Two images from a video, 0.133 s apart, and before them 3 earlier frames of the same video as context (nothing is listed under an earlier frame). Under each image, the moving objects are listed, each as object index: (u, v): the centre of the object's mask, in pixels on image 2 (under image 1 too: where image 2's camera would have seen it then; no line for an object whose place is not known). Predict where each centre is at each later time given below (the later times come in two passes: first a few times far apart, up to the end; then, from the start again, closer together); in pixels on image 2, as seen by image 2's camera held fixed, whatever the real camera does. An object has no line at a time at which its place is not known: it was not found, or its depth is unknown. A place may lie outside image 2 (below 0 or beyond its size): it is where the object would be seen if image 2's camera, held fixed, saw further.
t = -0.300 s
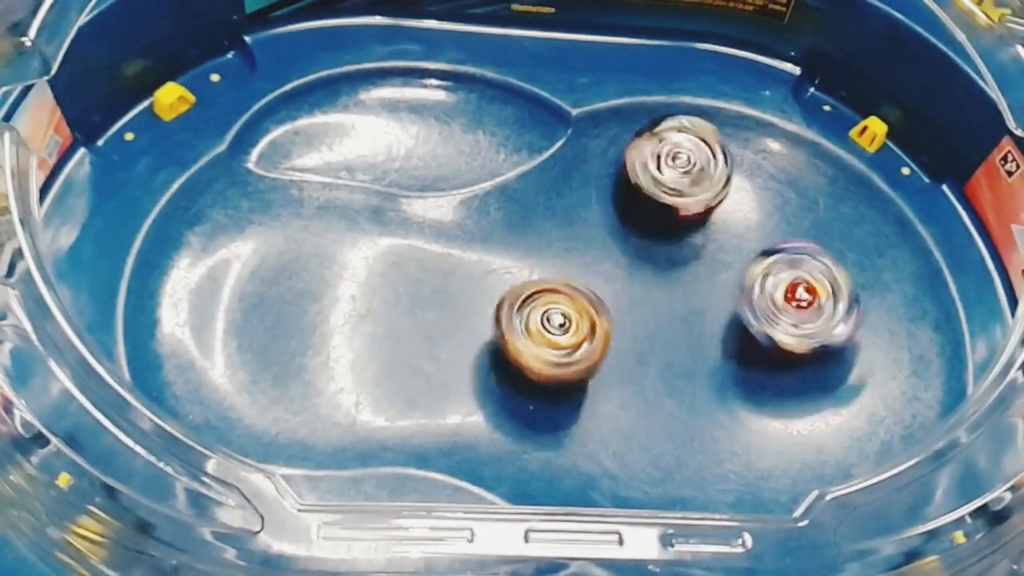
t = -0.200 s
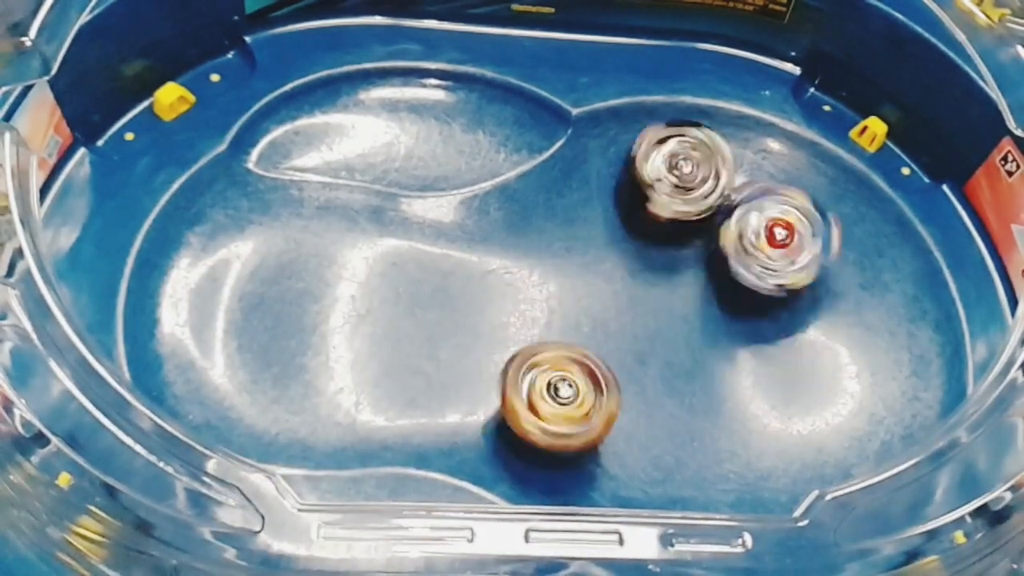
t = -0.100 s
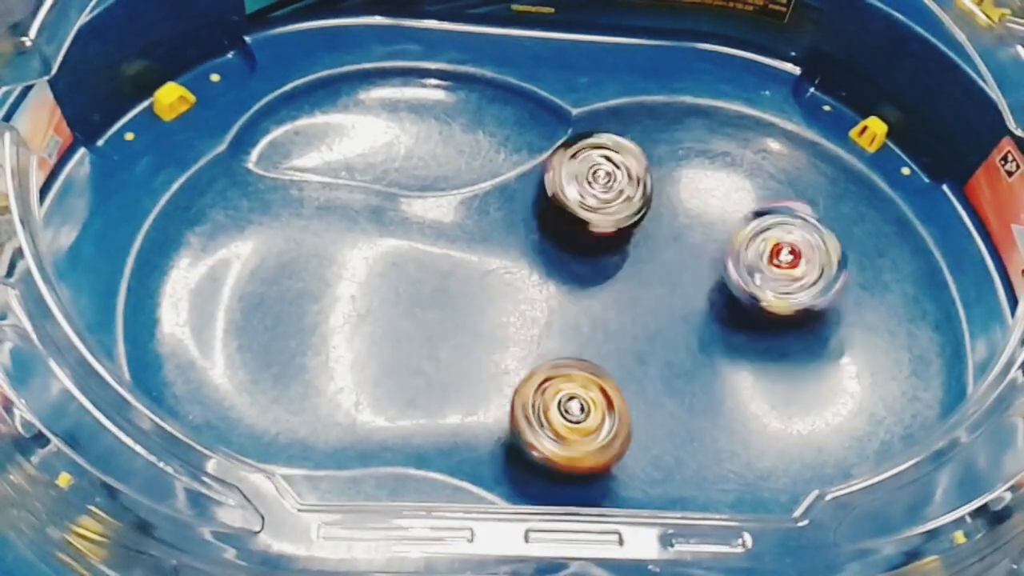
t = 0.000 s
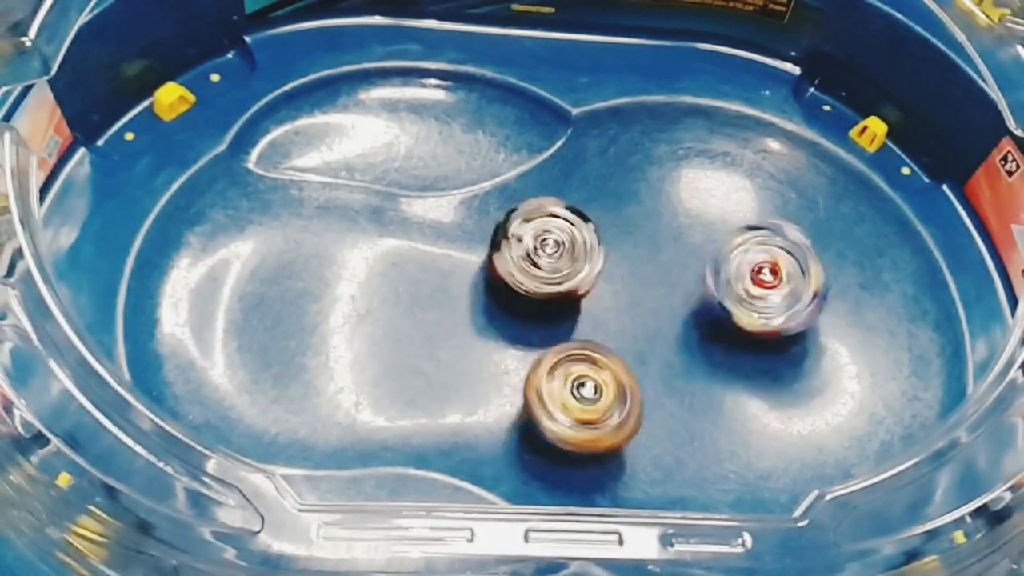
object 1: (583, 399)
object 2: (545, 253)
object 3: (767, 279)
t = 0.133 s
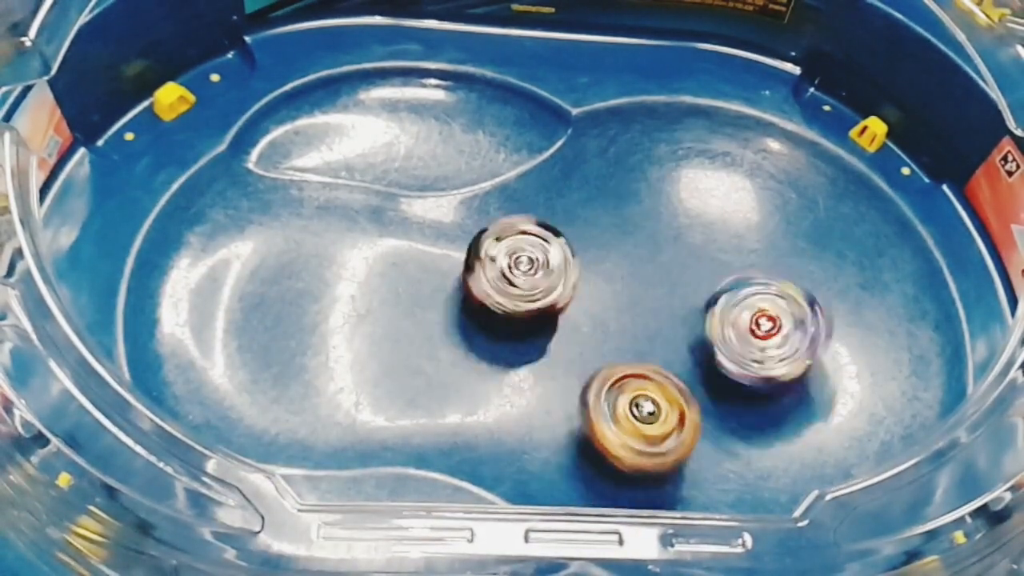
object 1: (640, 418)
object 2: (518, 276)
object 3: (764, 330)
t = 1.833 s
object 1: (672, 377)
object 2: (501, 260)
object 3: (704, 236)
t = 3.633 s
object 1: (738, 393)
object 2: (583, 322)
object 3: (699, 192)
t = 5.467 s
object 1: (738, 375)
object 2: (603, 340)
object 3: (705, 194)
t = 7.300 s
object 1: (757, 360)
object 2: (597, 362)
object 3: (708, 202)
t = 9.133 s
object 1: (747, 394)
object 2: (213, 347)
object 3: (638, 327)
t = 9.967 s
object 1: (644, 384)
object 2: (312, 213)
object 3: (569, 241)
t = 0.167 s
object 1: (656, 425)
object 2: (523, 278)
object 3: (771, 342)
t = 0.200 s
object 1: (671, 427)
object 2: (533, 281)
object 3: (778, 354)
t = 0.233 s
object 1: (682, 427)
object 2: (546, 292)
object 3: (786, 364)
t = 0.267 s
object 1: (690, 426)
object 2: (564, 302)
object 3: (794, 370)
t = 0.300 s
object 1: (693, 427)
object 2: (581, 312)
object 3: (808, 369)
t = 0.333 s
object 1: (694, 424)
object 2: (603, 324)
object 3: (822, 366)
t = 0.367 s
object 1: (701, 429)
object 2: (619, 323)
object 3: (825, 359)
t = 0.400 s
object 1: (713, 441)
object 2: (630, 316)
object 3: (823, 350)
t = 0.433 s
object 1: (726, 448)
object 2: (641, 309)
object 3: (818, 341)
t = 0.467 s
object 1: (731, 454)
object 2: (654, 304)
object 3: (804, 329)
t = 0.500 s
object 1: (732, 454)
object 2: (660, 298)
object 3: (789, 326)
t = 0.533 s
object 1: (731, 454)
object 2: (644, 271)
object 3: (798, 342)
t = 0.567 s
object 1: (725, 453)
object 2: (631, 252)
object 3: (806, 355)
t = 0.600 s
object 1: (720, 449)
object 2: (617, 238)
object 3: (811, 364)
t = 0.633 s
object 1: (711, 444)
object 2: (602, 229)
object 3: (814, 371)
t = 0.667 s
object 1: (704, 438)
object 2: (590, 224)
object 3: (813, 376)
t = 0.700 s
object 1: (698, 430)
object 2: (569, 233)
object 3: (812, 381)
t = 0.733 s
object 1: (694, 422)
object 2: (550, 242)
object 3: (810, 384)
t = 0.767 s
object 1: (686, 419)
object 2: (532, 249)
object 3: (812, 384)
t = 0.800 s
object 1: (680, 414)
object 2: (519, 257)
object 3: (816, 380)
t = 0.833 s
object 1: (676, 408)
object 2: (512, 265)
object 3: (817, 375)
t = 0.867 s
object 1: (676, 402)
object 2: (507, 273)
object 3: (811, 370)
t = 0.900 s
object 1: (678, 395)
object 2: (507, 279)
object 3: (799, 363)
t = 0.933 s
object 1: (662, 394)
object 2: (510, 280)
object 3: (801, 351)
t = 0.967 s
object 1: (649, 389)
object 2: (519, 282)
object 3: (804, 340)
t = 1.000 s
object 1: (640, 384)
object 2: (533, 284)
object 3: (801, 331)
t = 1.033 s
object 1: (635, 379)
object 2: (549, 287)
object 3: (788, 325)
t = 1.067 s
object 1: (646, 384)
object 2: (558, 277)
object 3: (768, 320)
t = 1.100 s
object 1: (665, 397)
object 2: (560, 261)
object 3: (748, 316)
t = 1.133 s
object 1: (670, 414)
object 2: (564, 250)
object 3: (740, 308)
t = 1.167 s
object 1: (673, 422)
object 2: (569, 246)
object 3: (733, 305)
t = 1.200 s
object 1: (676, 423)
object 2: (572, 247)
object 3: (727, 306)
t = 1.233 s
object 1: (678, 424)
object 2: (576, 250)
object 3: (718, 311)
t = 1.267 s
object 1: (679, 423)
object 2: (580, 253)
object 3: (717, 318)
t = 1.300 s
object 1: (680, 433)
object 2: (585, 258)
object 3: (718, 314)
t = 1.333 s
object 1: (679, 431)
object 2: (590, 263)
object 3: (714, 317)
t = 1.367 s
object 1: (677, 429)
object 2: (595, 267)
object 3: (710, 321)
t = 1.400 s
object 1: (674, 440)
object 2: (585, 259)
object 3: (717, 323)
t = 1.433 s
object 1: (673, 450)
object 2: (564, 239)
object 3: (745, 322)
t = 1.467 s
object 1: (668, 460)
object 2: (548, 226)
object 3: (762, 313)
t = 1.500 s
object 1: (662, 460)
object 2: (535, 223)
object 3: (775, 307)
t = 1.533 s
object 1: (657, 456)
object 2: (523, 227)
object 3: (780, 296)
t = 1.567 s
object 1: (650, 449)
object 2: (513, 231)
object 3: (781, 288)
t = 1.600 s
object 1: (643, 438)
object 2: (499, 244)
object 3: (767, 277)
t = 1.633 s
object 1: (640, 424)
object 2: (489, 252)
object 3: (760, 268)
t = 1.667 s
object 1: (640, 409)
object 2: (481, 256)
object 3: (747, 261)
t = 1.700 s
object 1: (641, 394)
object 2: (478, 257)
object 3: (733, 255)
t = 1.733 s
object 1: (647, 380)
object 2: (479, 258)
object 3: (724, 254)
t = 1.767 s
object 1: (656, 366)
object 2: (484, 259)
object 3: (712, 255)
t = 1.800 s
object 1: (665, 357)
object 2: (491, 259)
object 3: (705, 255)
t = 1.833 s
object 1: (672, 377)
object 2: (501, 260)
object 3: (704, 236)
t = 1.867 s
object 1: (680, 391)
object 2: (511, 263)
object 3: (701, 216)
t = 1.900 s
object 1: (691, 405)
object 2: (523, 267)
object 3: (696, 207)
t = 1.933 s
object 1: (698, 413)
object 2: (539, 270)
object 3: (687, 203)
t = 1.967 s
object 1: (711, 419)
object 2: (556, 275)
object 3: (671, 201)
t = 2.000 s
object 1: (720, 421)
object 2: (573, 280)
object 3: (663, 200)
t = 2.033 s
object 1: (727, 417)
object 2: (568, 291)
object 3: (677, 197)
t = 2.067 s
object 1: (733, 414)
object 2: (565, 303)
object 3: (688, 193)
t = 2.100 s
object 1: (735, 407)
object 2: (570, 311)
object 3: (693, 192)
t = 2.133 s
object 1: (737, 406)
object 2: (571, 311)
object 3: (690, 193)
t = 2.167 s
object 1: (736, 406)
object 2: (571, 311)
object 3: (694, 191)
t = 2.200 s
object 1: (735, 406)
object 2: (573, 309)
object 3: (693, 191)
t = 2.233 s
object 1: (735, 405)
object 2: (572, 310)
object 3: (694, 191)
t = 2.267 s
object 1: (735, 405)
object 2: (572, 309)
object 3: (695, 191)
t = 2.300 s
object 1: (734, 404)
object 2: (572, 308)
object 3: (696, 191)
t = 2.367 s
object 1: (736, 405)
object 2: (573, 309)
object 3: (694, 192)
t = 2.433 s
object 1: (737, 404)
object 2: (572, 310)
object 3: (696, 191)
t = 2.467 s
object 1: (737, 403)
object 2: (573, 309)
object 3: (696, 191)
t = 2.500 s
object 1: (736, 403)
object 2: (574, 308)
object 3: (697, 192)
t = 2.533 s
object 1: (736, 402)
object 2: (575, 309)
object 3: (699, 193)
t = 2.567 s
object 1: (736, 402)
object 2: (575, 309)
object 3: (697, 193)
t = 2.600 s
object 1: (735, 402)
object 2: (575, 311)
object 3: (696, 192)
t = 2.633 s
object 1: (736, 402)
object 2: (576, 310)
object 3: (697, 192)
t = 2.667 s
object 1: (737, 403)
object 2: (577, 310)
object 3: (697, 192)
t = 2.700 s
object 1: (737, 402)
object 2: (577, 311)
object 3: (696, 192)
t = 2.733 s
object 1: (737, 401)
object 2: (576, 314)
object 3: (696, 192)
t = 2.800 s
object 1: (736, 401)
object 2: (578, 312)
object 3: (693, 191)
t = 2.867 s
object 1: (736, 400)
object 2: (577, 313)
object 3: (698, 189)
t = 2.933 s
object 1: (736, 400)
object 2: (578, 314)
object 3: (699, 192)
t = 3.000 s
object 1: (737, 399)
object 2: (576, 317)
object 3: (697, 192)
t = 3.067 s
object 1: (738, 398)
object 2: (577, 317)
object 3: (699, 190)
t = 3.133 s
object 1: (737, 398)
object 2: (578, 317)
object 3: (700, 192)
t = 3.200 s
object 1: (736, 397)
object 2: (579, 319)
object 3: (698, 194)
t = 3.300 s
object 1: (737, 396)
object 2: (581, 319)
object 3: (699, 192)
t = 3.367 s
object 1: (738, 396)
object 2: (582, 317)
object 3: (699, 192)
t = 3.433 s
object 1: (737, 395)
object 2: (583, 318)
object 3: (696, 192)
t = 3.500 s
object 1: (737, 394)
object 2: (583, 318)
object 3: (700, 190)
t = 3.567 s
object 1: (737, 394)
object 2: (583, 319)
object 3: (700, 191)
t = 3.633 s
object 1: (738, 393)
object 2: (583, 322)
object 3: (699, 192)
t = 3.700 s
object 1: (737, 393)
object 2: (586, 318)
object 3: (701, 191)
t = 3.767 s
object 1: (737, 391)
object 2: (586, 320)
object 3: (701, 192)
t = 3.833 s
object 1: (736, 391)
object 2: (589, 321)
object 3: (702, 194)
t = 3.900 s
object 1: (737, 391)
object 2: (589, 322)
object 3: (701, 193)
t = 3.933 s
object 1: (738, 391)
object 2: (589, 323)
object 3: (702, 192)
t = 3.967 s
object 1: (738, 390)
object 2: (589, 322)
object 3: (701, 193)
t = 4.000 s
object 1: (737, 390)
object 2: (589, 324)
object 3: (700, 193)
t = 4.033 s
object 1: (737, 389)
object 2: (590, 323)
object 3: (700, 193)
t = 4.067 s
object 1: (738, 388)
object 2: (590, 323)
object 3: (697, 193)
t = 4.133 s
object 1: (736, 388)
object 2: (590, 324)
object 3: (702, 190)
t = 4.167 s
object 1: (737, 388)
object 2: (590, 324)
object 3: (702, 191)
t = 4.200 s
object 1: (738, 389)
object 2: (590, 325)
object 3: (702, 193)
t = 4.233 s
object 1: (738, 388)
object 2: (591, 324)
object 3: (703, 193)
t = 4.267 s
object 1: (738, 387)
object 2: (590, 327)
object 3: (701, 193)
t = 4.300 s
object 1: (737, 387)
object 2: (592, 324)
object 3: (700, 192)
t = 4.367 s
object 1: (738, 385)
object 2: (593, 325)
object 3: (703, 192)
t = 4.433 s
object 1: (736, 385)
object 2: (593, 330)
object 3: (703, 193)
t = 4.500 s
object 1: (737, 386)
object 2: (594, 331)
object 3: (702, 194)
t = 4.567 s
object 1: (738, 384)
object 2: (596, 329)
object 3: (703, 193)
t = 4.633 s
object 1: (737, 383)
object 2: (595, 333)
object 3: (703, 194)
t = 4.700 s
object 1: (736, 383)
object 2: (597, 330)
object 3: (699, 195)
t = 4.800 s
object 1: (737, 383)
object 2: (596, 334)
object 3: (703, 192)
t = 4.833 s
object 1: (738, 382)
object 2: (596, 334)
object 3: (704, 193)
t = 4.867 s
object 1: (738, 381)
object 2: (596, 334)
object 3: (703, 194)
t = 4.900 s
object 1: (738, 381)
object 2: (597, 334)
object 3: (702, 194)
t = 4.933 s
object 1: (736, 380)
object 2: (598, 334)
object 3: (700, 194)
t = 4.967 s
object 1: (737, 380)
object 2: (598, 335)
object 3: (700, 193)
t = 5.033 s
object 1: (736, 379)
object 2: (600, 337)
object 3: (705, 193)
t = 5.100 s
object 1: (737, 380)
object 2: (600, 338)
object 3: (705, 195)
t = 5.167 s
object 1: (739, 378)
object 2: (601, 339)
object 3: (701, 196)
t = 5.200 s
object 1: (738, 378)
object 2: (602, 339)
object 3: (704, 194)
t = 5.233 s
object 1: (737, 377)
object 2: (601, 340)
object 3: (704, 195)
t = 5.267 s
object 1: (737, 377)
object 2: (600, 340)
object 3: (704, 195)
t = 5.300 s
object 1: (737, 376)
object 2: (601, 340)
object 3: (703, 195)
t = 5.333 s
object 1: (736, 375)
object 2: (601, 340)
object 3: (703, 195)
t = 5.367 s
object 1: (736, 376)
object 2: (602, 340)
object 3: (702, 194)
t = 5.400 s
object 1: (737, 377)
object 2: (603, 341)
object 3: (703, 193)
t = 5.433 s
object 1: (737, 375)
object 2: (603, 341)
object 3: (704, 193)
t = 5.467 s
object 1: (738, 375)
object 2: (603, 340)
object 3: (705, 194)
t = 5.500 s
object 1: (738, 375)
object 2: (603, 341)
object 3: (705, 195)
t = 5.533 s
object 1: (737, 374)
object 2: (604, 341)
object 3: (704, 196)
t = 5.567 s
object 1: (736, 374)
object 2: (605, 342)
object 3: (703, 194)
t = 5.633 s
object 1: (736, 372)
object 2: (607, 344)
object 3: (705, 193)
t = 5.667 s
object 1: (736, 373)
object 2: (607, 343)
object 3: (706, 194)
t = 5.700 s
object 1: (737, 373)
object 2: (607, 344)
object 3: (706, 196)
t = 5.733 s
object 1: (737, 373)
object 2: (607, 344)
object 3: (707, 197)
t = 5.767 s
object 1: (738, 372)
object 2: (608, 346)
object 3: (703, 198)
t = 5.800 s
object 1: (737, 372)
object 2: (608, 347)
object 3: (704, 196)
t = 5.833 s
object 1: (737, 371)
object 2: (607, 347)
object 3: (705, 196)
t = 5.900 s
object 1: (737, 370)
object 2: (607, 347)
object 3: (706, 197)
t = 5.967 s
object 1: (736, 370)
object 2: (609, 346)
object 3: (704, 196)
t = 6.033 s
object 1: (737, 369)
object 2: (609, 348)
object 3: (705, 195)
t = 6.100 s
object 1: (738, 368)
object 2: (610, 348)
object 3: (707, 196)
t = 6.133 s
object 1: (736, 368)
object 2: (611, 348)
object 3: (706, 197)
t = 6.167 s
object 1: (736, 368)
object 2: (612, 349)
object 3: (707, 197)
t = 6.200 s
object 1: (736, 367)
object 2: (613, 350)
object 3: (706, 197)
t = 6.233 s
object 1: (736, 367)
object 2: (613, 351)
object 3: (706, 195)
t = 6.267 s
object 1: (737, 367)
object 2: (611, 351)
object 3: (707, 195)
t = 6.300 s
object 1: (738, 367)
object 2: (611, 351)
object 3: (707, 196)
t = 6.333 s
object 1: (738, 368)
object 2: (610, 351)
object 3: (708, 198)
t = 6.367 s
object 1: (739, 366)
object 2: (610, 351)
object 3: (708, 198)
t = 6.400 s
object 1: (740, 366)
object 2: (609, 352)
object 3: (705, 200)
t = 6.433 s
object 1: (740, 366)
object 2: (610, 350)
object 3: (706, 199)
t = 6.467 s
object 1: (740, 366)
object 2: (609, 351)
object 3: (707, 198)
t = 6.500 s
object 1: (741, 366)
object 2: (609, 351)
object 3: (707, 199)
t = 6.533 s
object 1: (742, 366)
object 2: (609, 352)
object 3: (706, 200)
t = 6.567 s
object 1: (742, 365)
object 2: (610, 352)
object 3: (707, 199)
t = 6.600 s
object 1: (743, 366)
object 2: (609, 354)
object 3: (706, 199)
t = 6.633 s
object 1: (744, 366)
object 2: (608, 354)
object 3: (707, 198)
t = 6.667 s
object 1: (745, 365)
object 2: (607, 354)
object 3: (706, 198)
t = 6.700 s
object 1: (747, 365)
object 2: (607, 354)
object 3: (707, 198)
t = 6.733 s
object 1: (746, 365)
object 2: (607, 353)
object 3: (707, 198)
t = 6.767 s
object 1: (746, 364)
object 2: (606, 356)
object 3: (708, 199)
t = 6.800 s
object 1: (748, 364)
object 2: (605, 357)
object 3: (708, 200)
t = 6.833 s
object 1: (748, 363)
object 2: (603, 357)
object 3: (708, 200)
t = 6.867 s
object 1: (747, 363)
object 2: (603, 357)
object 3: (707, 199)
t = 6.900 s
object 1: (749, 364)
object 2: (602, 356)
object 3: (708, 199)
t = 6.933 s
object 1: (750, 364)
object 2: (604, 355)
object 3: (709, 200)
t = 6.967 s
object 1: (751, 363)
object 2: (603, 357)
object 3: (709, 201)
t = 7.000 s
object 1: (752, 363)
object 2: (601, 358)
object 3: (710, 201)
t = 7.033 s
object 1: (752, 363)
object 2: (600, 358)
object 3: (709, 202)
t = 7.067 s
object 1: (752, 363)
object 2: (602, 356)
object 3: (708, 203)
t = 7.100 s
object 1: (752, 362)
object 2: (600, 358)
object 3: (708, 202)
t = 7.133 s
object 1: (753, 361)
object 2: (599, 359)
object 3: (708, 203)
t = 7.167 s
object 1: (753, 360)
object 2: (599, 359)
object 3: (709, 203)
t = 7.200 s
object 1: (753, 361)
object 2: (598, 360)
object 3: (709, 203)
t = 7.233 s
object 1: (755, 361)
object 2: (597, 361)
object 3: (709, 203)
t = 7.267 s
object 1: (756, 360)
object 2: (597, 361)
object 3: (709, 202)
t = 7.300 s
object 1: (757, 360)
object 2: (597, 362)
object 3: (708, 202)
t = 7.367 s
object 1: (758, 360)
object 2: (598, 363)
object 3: (709, 202)
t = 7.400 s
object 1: (758, 359)
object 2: (597, 363)
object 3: (710, 203)
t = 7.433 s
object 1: (759, 359)
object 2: (596, 364)
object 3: (711, 205)
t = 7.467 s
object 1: (759, 358)
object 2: (595, 364)
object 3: (710, 204)
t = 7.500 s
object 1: (759, 358)
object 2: (595, 364)
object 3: (709, 203)
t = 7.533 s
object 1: (760, 358)
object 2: (596, 361)
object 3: (710, 203)
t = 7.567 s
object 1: (761, 358)
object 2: (596, 361)
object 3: (710, 204)
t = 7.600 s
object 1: (762, 357)
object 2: (594, 364)
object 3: (711, 205)
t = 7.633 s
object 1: (763, 357)
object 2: (593, 365)
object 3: (712, 206)
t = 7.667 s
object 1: (763, 356)
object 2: (593, 365)
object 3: (713, 206)
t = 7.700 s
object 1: (762, 356)
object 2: (594, 365)
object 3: (712, 207)
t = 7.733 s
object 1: (763, 355)
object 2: (593, 366)
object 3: (708, 208)
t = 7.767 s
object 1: (764, 355)
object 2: (594, 366)
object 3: (712, 208)
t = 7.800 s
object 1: (763, 354)
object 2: (594, 366)
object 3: (713, 207)
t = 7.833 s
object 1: (765, 355)
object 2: (593, 367)
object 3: (712, 208)
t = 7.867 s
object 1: (766, 355)
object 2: (593, 366)
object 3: (712, 209)
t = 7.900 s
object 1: (767, 354)
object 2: (594, 365)
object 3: (713, 209)
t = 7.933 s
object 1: (768, 353)
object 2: (595, 365)
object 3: (712, 208)
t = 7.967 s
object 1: (768, 353)
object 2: (594, 369)
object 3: (712, 208)
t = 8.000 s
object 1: (767, 353)
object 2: (592, 369)
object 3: (712, 208)
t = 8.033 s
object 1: (768, 352)
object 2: (591, 370)
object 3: (713, 209)
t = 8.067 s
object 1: (769, 352)
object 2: (591, 370)
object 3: (714, 210)
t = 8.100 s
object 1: (769, 351)
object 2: (592, 368)
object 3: (714, 211)
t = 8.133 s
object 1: (769, 351)
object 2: (592, 368)
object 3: (713, 210)
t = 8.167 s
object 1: (771, 351)
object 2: (590, 370)
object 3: (710, 212)
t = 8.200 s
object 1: (771, 350)
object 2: (591, 368)
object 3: (713, 211)
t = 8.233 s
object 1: (772, 350)
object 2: (590, 368)
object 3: (714, 211)
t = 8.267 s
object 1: (773, 350)
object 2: (591, 368)
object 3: (716, 212)
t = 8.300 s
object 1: (773, 350)
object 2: (591, 369)
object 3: (716, 213)
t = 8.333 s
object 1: (773, 349)
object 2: (590, 371)
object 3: (717, 213)
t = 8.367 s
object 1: (777, 346)
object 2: (588, 375)
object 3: (716, 215)
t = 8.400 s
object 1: (790, 340)
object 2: (587, 383)
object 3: (725, 229)
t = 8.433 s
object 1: (806, 345)
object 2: (586, 391)
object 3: (728, 234)
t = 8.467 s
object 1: (822, 358)
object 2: (589, 399)
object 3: (735, 230)
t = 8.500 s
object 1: (833, 375)
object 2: (595, 405)
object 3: (734, 228)
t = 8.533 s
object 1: (835, 392)
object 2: (601, 414)
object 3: (729, 231)
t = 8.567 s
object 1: (831, 407)
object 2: (610, 417)
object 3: (726, 238)
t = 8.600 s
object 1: (816, 419)
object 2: (619, 421)
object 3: (728, 254)
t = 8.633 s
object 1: (796, 429)
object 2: (629, 424)
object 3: (734, 270)
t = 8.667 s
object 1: (772, 435)
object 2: (640, 426)
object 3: (739, 290)
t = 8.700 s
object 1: (805, 424)
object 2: (577, 429)
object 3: (750, 309)
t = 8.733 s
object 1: (844, 421)
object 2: (511, 428)
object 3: (760, 315)
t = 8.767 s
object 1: (872, 416)
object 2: (453, 422)
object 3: (751, 310)
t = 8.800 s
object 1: (889, 411)
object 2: (406, 413)
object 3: (743, 301)
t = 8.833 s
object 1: (896, 408)
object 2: (367, 401)
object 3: (730, 290)
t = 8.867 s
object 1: (893, 407)
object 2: (334, 388)
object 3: (715, 289)
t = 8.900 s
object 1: (881, 413)
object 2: (309, 378)
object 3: (703, 291)
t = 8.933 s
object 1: (863, 415)
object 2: (289, 371)
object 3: (693, 300)
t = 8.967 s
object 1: (834, 413)
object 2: (269, 367)
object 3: (692, 316)
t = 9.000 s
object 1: (799, 408)
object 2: (253, 361)
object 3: (698, 329)
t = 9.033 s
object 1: (786, 412)
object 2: (238, 357)
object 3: (684, 328)
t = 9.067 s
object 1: (775, 406)
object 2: (225, 352)
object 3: (672, 329)
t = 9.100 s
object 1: (758, 402)
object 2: (218, 348)
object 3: (657, 325)
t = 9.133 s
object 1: (747, 394)
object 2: (213, 347)
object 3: (638, 327)
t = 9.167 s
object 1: (738, 379)
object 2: (216, 345)
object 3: (623, 324)
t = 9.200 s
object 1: (729, 363)
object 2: (220, 346)
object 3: (606, 326)
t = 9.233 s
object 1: (723, 342)
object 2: (224, 344)
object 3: (593, 329)
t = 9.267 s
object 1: (720, 318)
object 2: (229, 338)
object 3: (578, 333)
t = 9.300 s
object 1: (723, 291)
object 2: (233, 334)
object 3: (568, 339)
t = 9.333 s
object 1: (733, 263)
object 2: (236, 326)
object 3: (554, 344)
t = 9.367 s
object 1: (748, 236)
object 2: (237, 317)
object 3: (554, 353)
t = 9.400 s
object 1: (768, 214)
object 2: (239, 306)
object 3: (553, 360)
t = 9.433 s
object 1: (789, 197)
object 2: (238, 295)
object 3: (560, 365)
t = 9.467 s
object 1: (811, 188)
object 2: (240, 283)
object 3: (568, 374)
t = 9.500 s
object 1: (833, 188)
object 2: (241, 273)
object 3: (584, 378)
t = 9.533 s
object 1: (851, 195)
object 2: (243, 264)
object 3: (601, 379)
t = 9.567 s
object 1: (867, 213)
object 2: (245, 257)
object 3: (620, 376)
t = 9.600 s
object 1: (879, 236)
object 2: (248, 248)
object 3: (640, 375)
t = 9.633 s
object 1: (887, 267)
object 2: (251, 239)
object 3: (658, 371)
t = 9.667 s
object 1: (884, 302)
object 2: (255, 233)
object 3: (678, 361)
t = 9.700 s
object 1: (873, 338)
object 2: (259, 228)
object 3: (695, 354)
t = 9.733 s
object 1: (849, 369)
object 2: (265, 223)
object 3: (708, 344)
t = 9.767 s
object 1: (828, 398)
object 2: (269, 219)
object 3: (707, 331)
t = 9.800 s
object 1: (814, 413)
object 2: (275, 217)
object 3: (701, 314)
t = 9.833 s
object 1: (789, 425)
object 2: (283, 215)
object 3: (680, 300)
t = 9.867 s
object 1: (754, 431)
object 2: (291, 213)
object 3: (661, 280)
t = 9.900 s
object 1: (717, 424)
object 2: (298, 212)
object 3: (634, 263)
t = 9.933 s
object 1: (681, 409)
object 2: (304, 213)
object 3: (602, 256)
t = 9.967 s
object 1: (644, 384)
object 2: (312, 213)
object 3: (569, 241)
